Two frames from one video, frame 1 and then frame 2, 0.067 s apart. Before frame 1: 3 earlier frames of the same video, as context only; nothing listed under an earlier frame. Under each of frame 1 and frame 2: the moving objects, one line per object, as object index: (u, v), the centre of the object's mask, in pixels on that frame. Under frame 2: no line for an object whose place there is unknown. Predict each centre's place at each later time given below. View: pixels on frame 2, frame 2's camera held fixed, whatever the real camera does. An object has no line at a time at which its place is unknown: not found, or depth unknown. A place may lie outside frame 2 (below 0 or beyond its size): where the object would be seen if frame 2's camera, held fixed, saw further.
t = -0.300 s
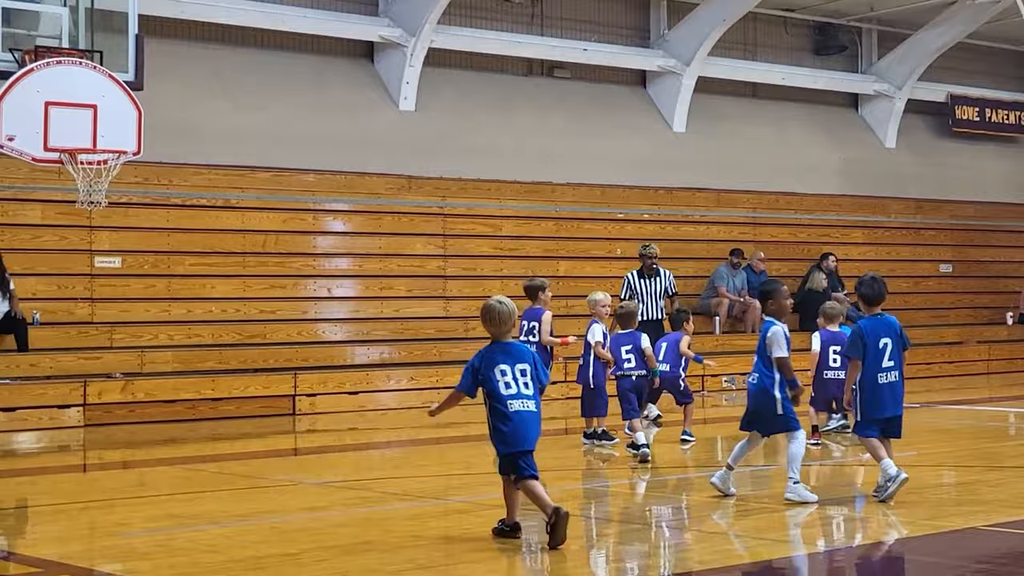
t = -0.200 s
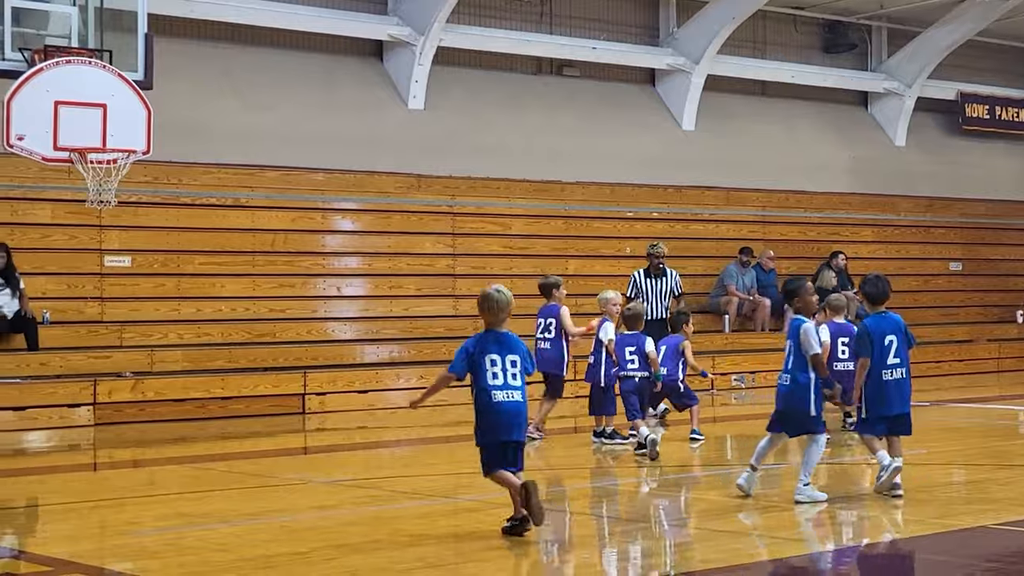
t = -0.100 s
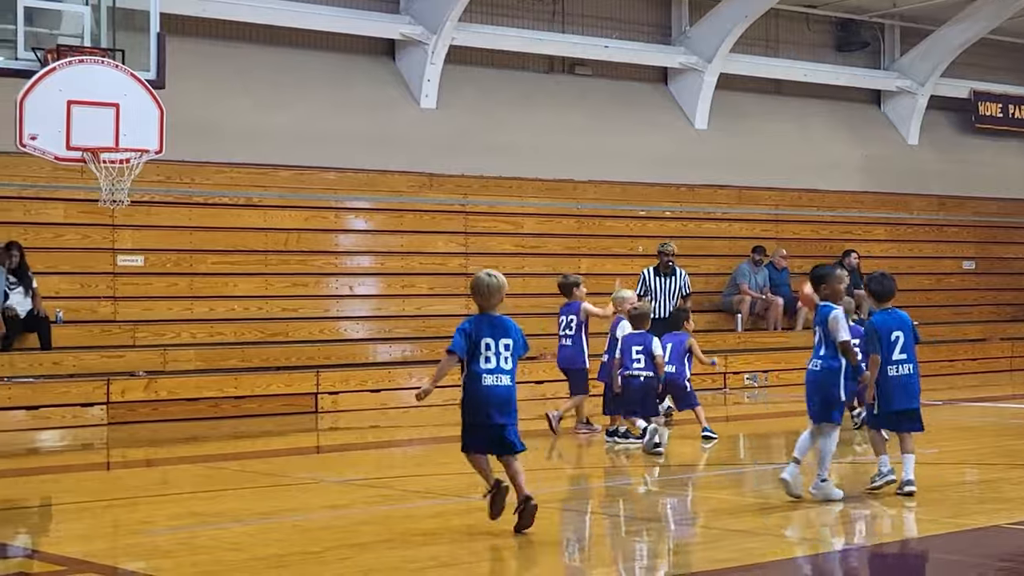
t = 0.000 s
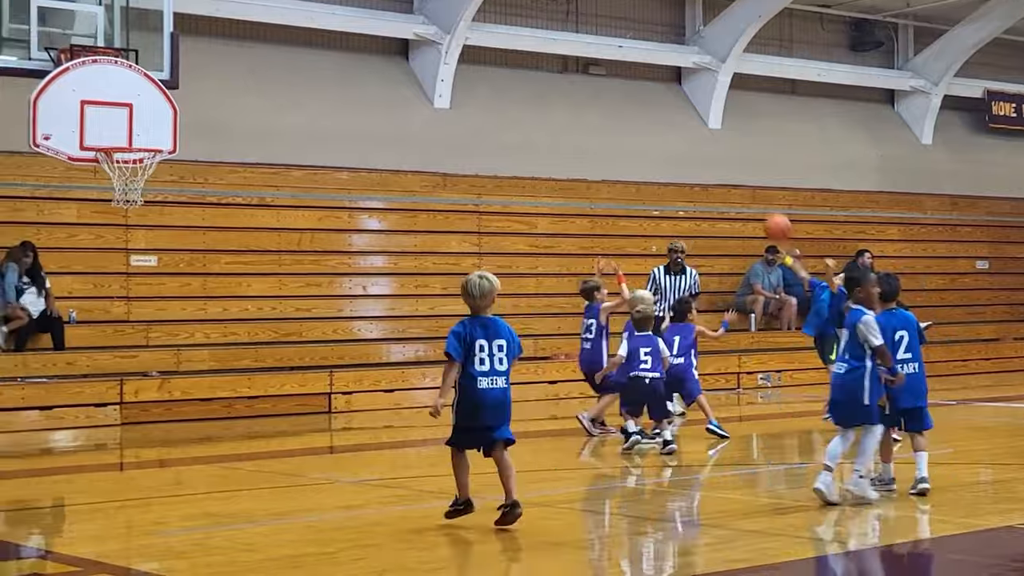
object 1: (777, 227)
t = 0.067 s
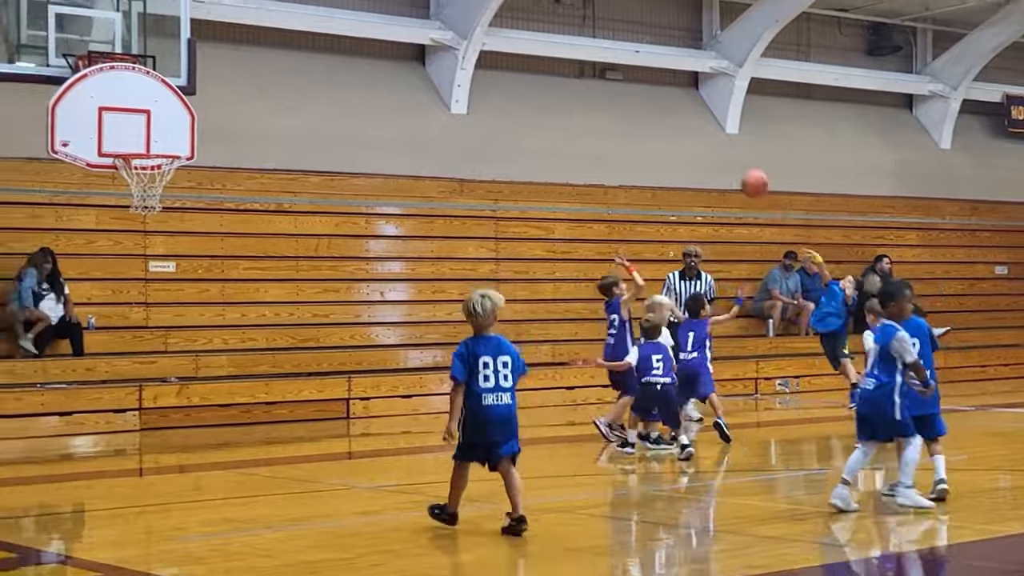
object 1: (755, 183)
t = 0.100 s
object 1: (734, 161)
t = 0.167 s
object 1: (691, 120)
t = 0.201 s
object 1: (669, 102)
